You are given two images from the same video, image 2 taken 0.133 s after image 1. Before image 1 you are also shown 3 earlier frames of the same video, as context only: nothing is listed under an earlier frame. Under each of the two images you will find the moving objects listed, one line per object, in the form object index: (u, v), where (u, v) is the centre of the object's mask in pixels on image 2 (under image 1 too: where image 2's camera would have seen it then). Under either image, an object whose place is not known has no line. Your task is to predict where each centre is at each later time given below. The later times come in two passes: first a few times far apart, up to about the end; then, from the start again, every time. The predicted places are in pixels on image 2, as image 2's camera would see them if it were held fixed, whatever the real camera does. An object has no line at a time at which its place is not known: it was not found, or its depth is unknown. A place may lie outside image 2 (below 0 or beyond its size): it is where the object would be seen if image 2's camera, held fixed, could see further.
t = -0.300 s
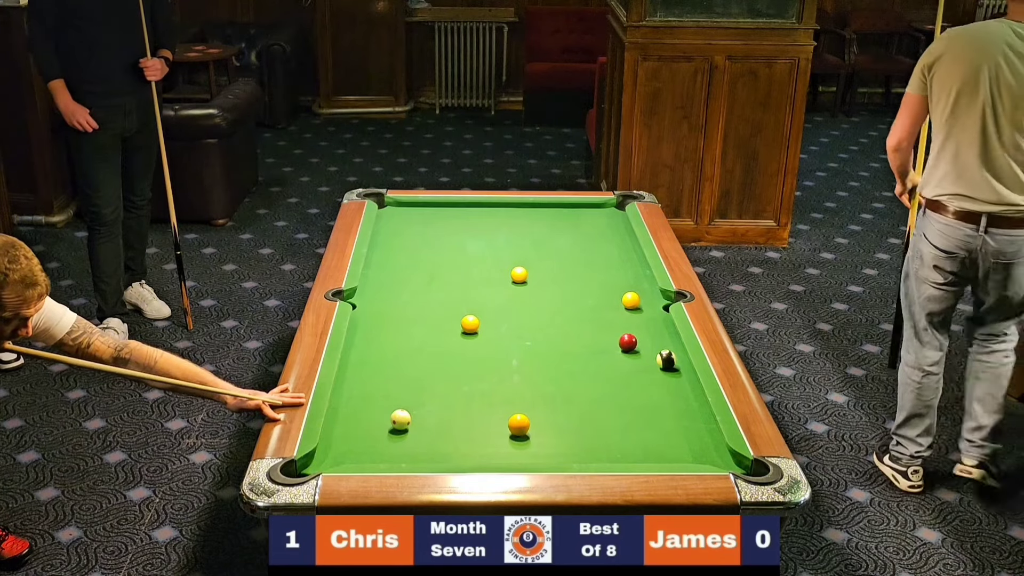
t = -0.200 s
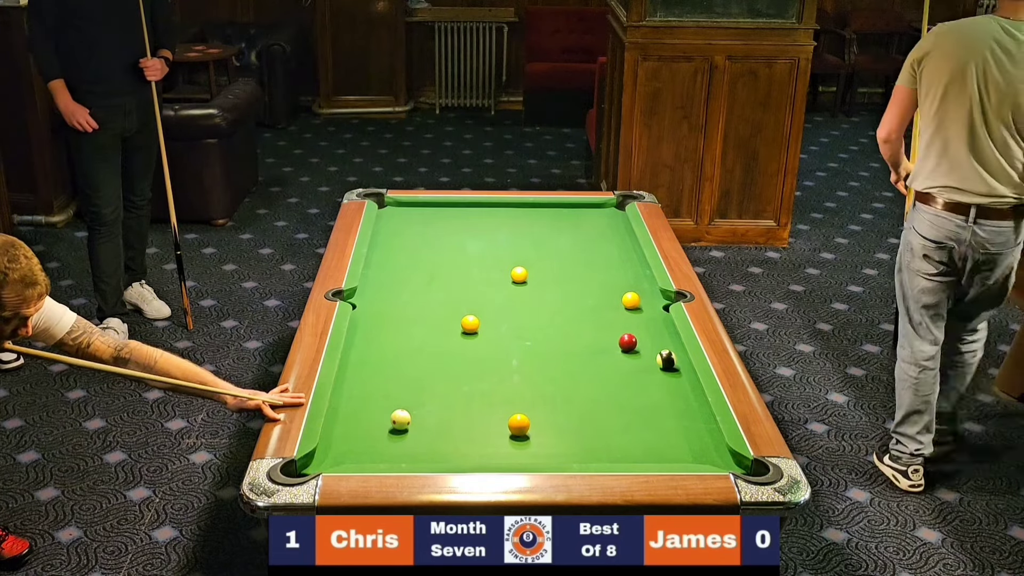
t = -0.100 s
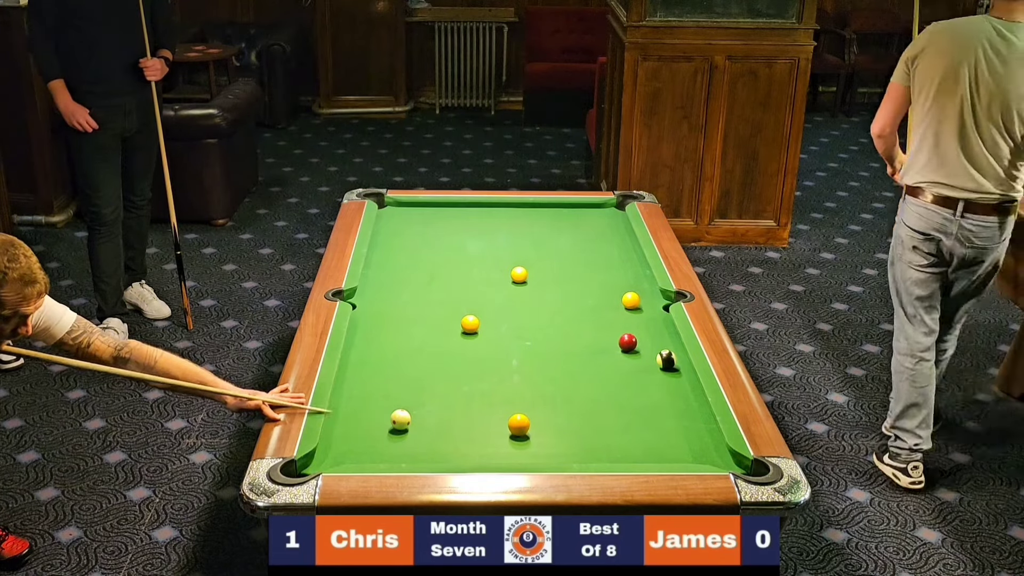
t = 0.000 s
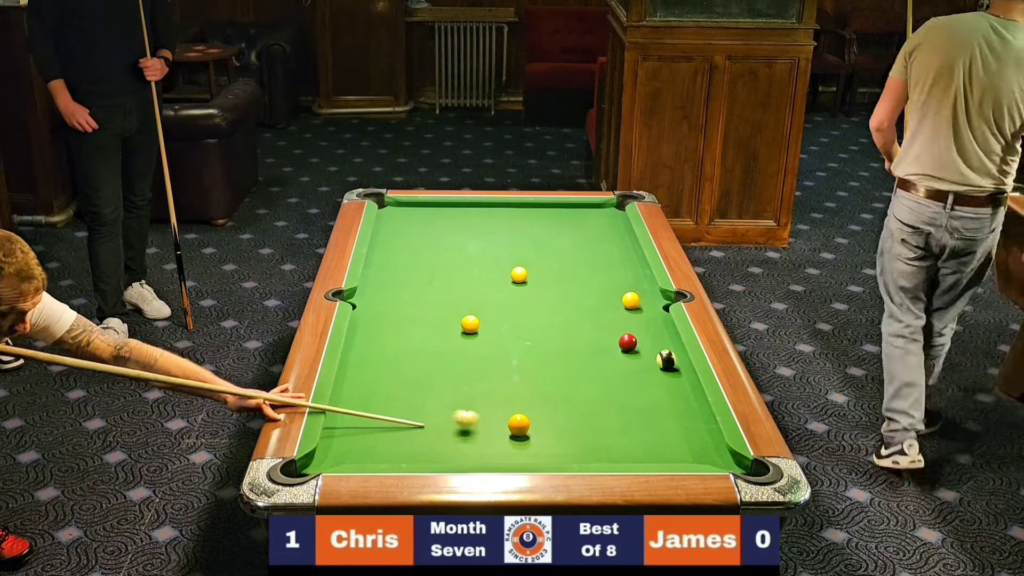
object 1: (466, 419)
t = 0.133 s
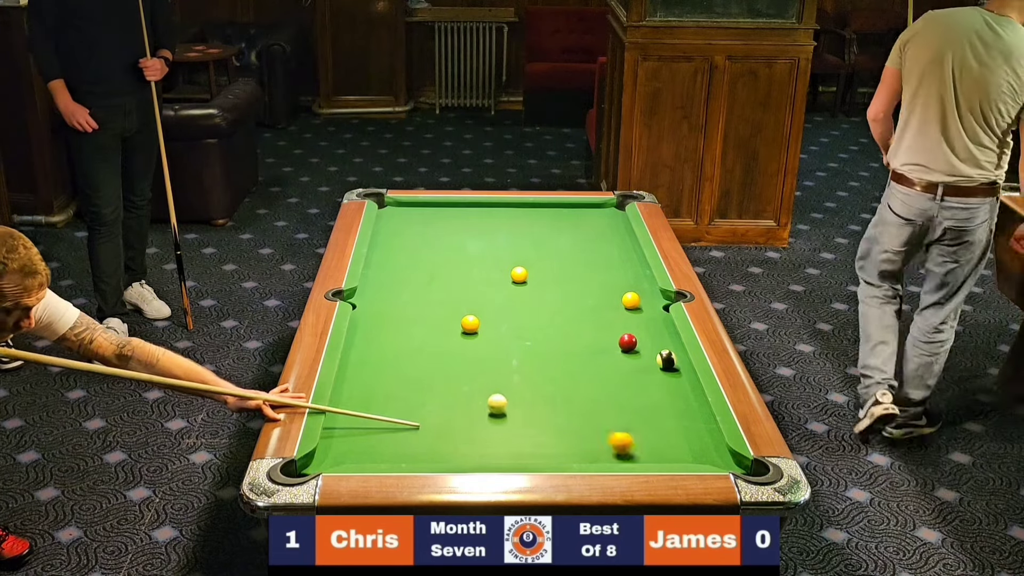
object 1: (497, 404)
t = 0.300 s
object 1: (468, 382)
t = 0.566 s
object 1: (417, 353)
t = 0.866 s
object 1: (367, 325)
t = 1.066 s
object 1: (374, 314)
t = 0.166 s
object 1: (494, 399)
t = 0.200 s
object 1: (489, 394)
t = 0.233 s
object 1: (482, 390)
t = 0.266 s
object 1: (475, 386)
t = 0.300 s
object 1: (468, 382)
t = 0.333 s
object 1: (461, 378)
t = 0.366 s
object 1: (455, 375)
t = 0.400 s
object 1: (448, 371)
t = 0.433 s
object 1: (442, 367)
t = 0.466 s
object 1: (435, 364)
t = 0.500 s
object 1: (429, 360)
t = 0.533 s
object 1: (423, 357)
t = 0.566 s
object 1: (417, 353)
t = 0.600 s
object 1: (411, 350)
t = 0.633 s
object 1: (405, 347)
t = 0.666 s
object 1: (399, 343)
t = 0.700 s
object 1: (393, 340)
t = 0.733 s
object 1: (388, 337)
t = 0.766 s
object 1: (383, 334)
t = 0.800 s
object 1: (377, 331)
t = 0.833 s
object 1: (372, 328)
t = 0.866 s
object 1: (367, 325)
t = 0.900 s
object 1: (361, 322)
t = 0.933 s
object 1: (359, 320)
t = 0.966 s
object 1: (364, 319)
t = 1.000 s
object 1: (367, 317)
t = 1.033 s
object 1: (371, 316)
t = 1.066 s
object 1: (374, 314)
